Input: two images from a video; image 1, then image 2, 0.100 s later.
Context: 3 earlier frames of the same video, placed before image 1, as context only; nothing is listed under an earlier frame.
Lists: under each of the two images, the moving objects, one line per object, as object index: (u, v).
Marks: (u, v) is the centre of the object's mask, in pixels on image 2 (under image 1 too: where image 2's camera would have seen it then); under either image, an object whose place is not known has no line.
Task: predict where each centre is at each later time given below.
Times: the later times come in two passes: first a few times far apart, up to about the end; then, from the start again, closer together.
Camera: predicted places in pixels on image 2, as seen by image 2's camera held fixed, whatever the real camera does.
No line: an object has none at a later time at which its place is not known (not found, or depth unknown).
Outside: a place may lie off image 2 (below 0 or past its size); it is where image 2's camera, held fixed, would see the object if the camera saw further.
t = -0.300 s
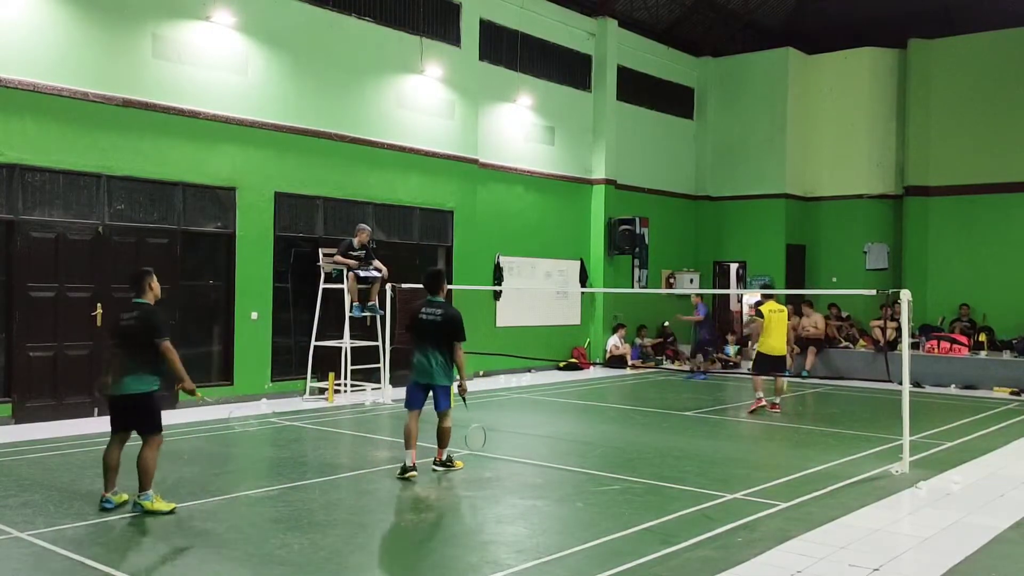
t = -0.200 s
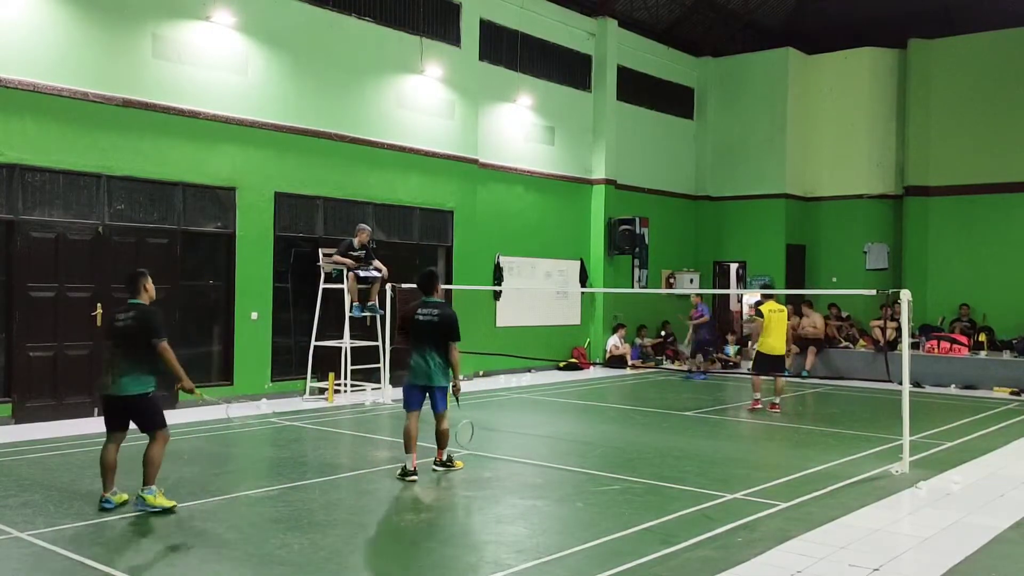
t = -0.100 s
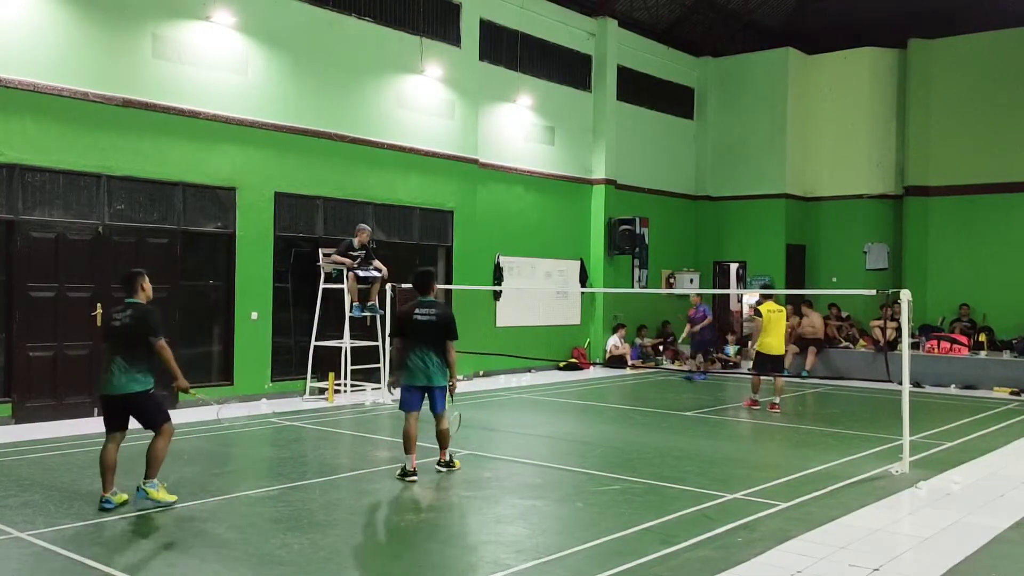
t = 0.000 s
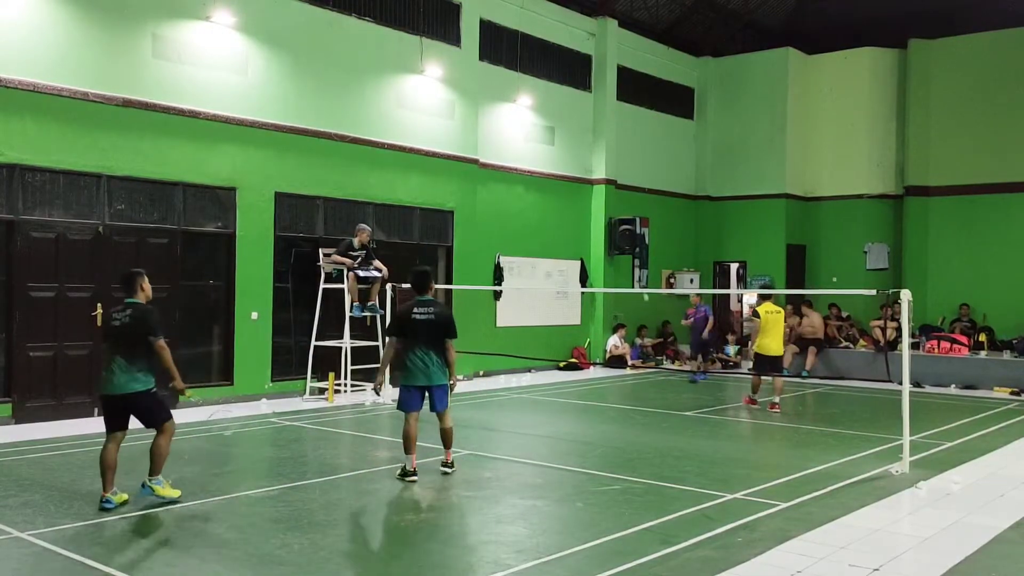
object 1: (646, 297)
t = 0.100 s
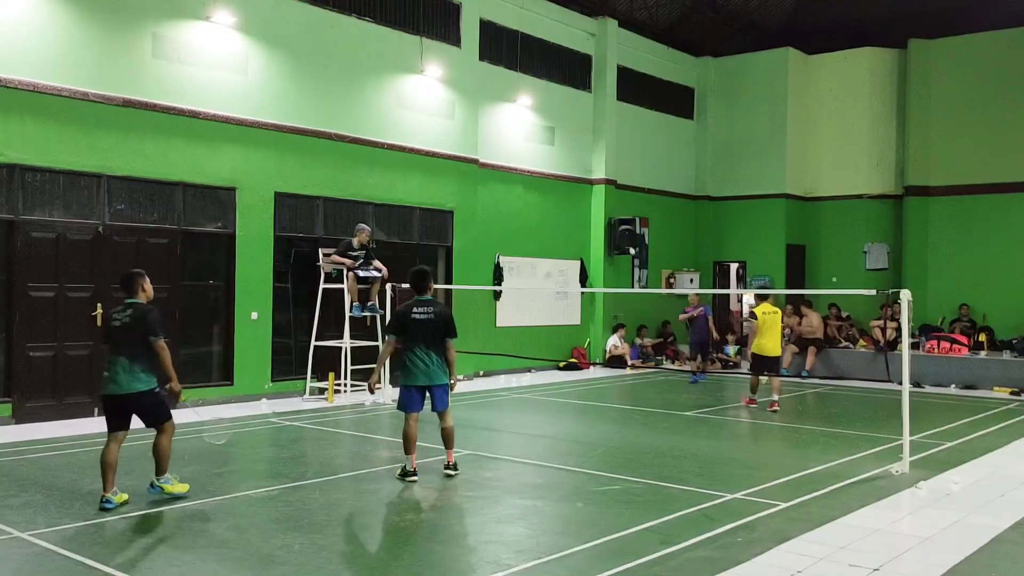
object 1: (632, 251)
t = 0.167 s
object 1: (624, 228)
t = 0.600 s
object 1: (579, 179)
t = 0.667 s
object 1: (572, 186)
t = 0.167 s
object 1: (624, 228)
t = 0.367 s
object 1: (602, 184)
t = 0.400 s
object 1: (599, 181)
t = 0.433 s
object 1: (595, 179)
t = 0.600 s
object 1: (579, 179)
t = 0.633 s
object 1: (575, 182)
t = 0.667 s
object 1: (572, 186)
